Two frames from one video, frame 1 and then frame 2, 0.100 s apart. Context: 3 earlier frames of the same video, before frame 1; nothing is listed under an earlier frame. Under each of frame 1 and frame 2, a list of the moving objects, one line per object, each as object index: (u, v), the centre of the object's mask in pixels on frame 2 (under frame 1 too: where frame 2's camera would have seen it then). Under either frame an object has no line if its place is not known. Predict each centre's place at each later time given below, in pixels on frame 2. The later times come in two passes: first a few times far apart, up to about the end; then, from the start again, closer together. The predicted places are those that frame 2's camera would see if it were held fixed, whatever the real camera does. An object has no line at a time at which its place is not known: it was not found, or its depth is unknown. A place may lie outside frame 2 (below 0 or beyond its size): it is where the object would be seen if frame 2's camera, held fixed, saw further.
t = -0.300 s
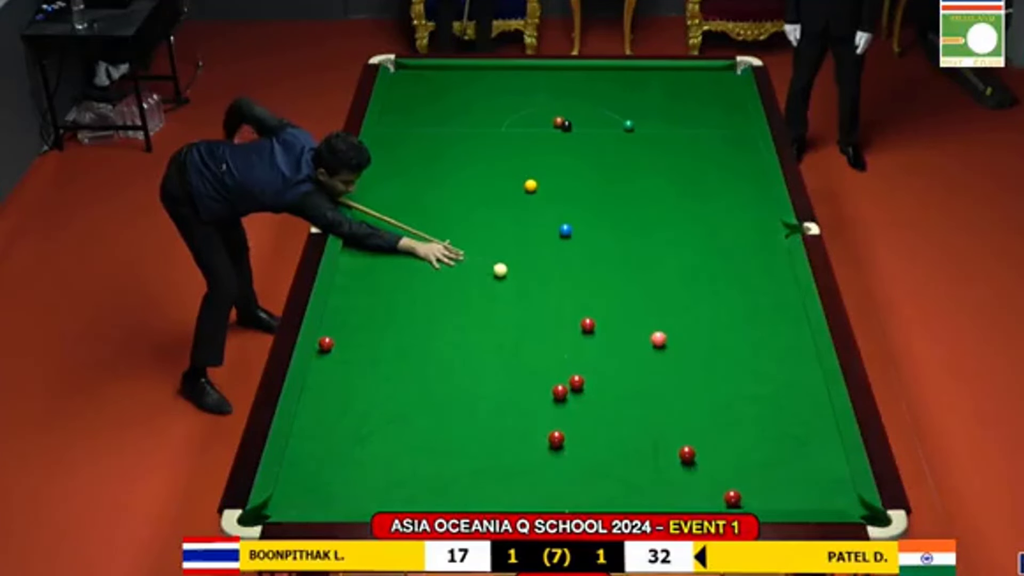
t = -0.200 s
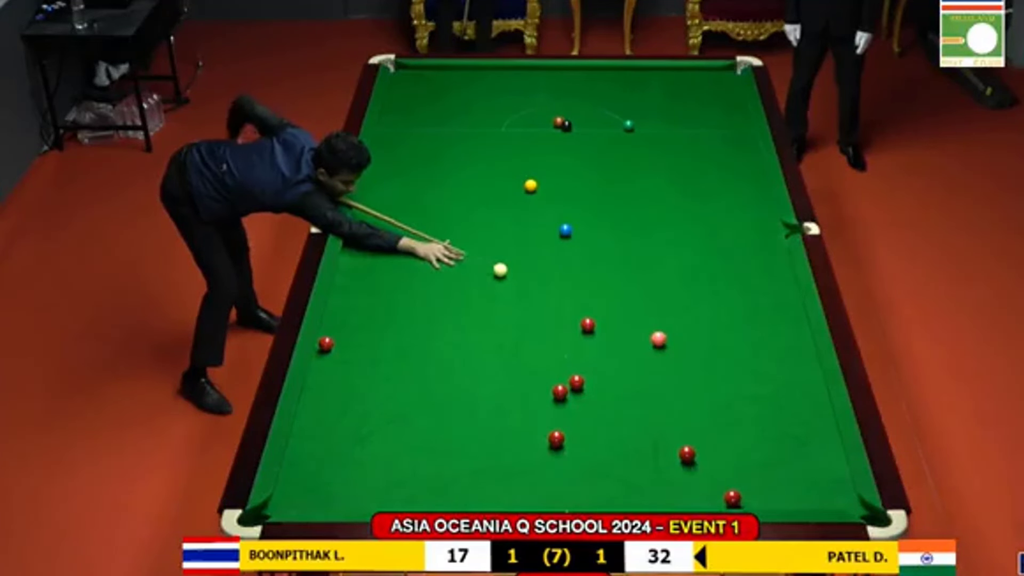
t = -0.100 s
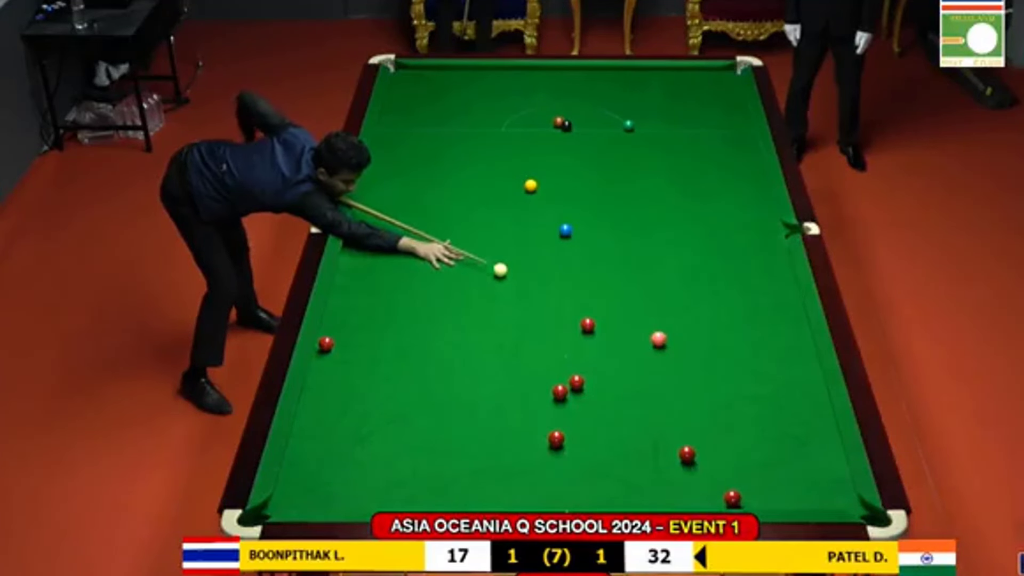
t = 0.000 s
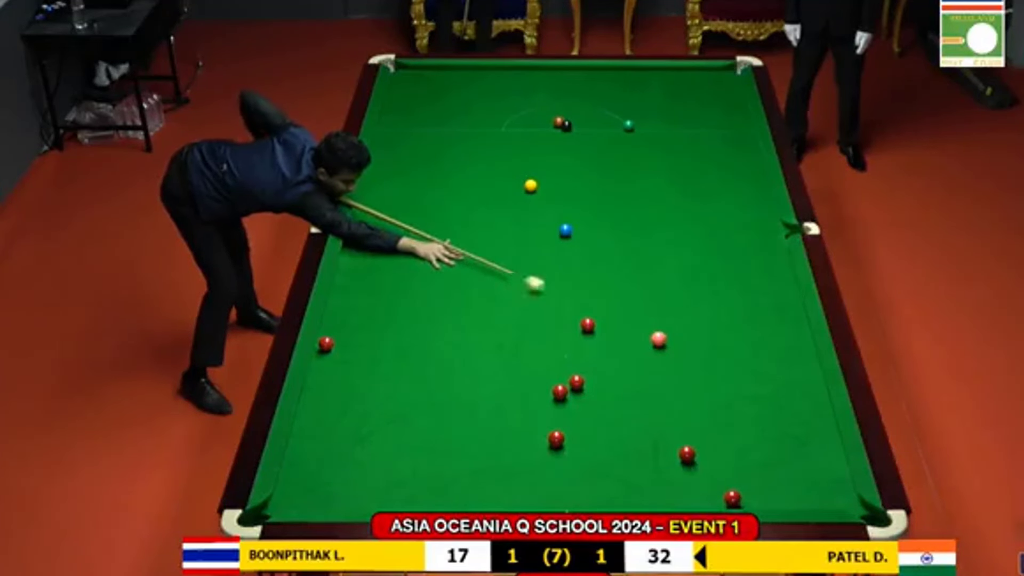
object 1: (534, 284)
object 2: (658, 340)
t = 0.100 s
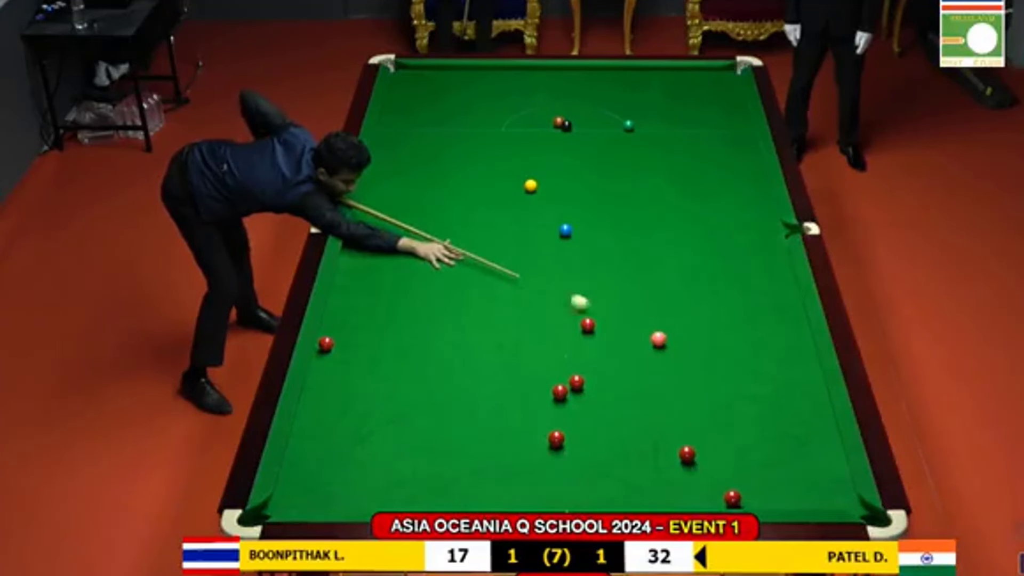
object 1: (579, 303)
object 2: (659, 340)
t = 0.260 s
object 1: (645, 330)
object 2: (658, 340)
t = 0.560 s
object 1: (708, 329)
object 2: (717, 392)
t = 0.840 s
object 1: (767, 330)
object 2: (766, 435)
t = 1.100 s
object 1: (791, 329)
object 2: (814, 479)
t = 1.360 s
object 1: (759, 325)
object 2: (868, 517)
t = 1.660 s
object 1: (725, 321)
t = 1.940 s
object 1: (696, 318)
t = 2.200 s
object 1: (671, 314)
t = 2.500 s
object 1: (644, 311)
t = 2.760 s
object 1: (623, 309)
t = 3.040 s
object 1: (603, 307)
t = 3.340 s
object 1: (582, 305)
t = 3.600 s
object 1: (567, 303)
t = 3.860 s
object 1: (553, 302)
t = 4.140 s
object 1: (540, 301)
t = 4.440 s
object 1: (529, 300)
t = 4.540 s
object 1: (525, 300)
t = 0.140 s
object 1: (597, 310)
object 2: (658, 340)
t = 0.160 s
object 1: (606, 314)
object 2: (659, 340)
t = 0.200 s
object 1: (622, 321)
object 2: (658, 340)
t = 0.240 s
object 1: (638, 327)
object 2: (658, 340)
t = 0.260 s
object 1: (645, 330)
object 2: (658, 340)
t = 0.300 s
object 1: (655, 331)
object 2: (665, 345)
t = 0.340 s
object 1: (663, 330)
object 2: (674, 353)
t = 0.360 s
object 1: (667, 329)
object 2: (678, 357)
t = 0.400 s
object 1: (674, 328)
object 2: (687, 365)
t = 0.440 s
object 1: (682, 328)
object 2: (695, 372)
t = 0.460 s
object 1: (686, 328)
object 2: (699, 375)
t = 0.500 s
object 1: (695, 328)
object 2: (706, 382)
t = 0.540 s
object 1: (703, 328)
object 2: (714, 389)
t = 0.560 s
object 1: (708, 329)
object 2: (717, 392)
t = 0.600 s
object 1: (716, 329)
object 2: (724, 398)
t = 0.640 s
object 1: (725, 329)
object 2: (731, 404)
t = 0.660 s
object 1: (729, 329)
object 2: (734, 407)
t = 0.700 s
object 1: (738, 329)
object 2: (741, 414)
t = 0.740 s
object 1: (746, 330)
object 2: (748, 420)
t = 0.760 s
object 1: (750, 330)
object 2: (752, 423)
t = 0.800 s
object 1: (759, 330)
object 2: (759, 429)
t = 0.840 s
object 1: (767, 330)
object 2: (766, 435)
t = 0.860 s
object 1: (771, 330)
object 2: (770, 439)
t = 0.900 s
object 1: (779, 331)
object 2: (777, 445)
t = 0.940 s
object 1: (788, 331)
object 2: (784, 452)
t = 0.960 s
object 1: (792, 331)
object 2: (788, 455)
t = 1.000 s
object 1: (800, 331)
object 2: (795, 462)
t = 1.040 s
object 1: (801, 331)
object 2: (803, 469)
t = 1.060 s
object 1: (798, 331)
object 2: (807, 472)
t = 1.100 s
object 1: (791, 329)
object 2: (814, 479)
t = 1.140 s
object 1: (786, 329)
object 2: (822, 486)
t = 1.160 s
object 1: (783, 328)
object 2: (826, 489)
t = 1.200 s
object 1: (778, 328)
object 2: (834, 496)
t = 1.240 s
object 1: (773, 327)
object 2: (841, 502)
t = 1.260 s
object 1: (771, 327)
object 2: (845, 505)
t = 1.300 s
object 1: (767, 326)
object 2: (853, 510)
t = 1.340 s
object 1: (761, 326)
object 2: (865, 514)
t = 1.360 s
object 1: (759, 325)
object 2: (868, 517)
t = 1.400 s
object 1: (754, 325)
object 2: (875, 522)
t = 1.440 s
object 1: (750, 324)
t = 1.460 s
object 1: (747, 324)
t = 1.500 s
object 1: (743, 323)
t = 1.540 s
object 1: (738, 323)
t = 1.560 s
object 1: (736, 322)
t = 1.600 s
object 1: (732, 322)
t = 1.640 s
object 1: (728, 321)
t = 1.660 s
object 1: (725, 321)
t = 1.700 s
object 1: (721, 320)
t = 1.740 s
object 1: (717, 320)
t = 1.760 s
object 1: (714, 320)
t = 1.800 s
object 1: (710, 319)
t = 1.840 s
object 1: (706, 319)
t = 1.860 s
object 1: (704, 318)
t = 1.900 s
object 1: (700, 318)
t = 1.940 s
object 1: (696, 318)
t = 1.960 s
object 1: (694, 317)
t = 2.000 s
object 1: (690, 317)
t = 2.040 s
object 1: (686, 316)
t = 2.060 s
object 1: (684, 316)
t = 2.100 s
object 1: (680, 315)
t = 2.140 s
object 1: (676, 315)
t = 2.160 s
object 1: (674, 314)
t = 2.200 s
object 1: (671, 314)
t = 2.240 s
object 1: (667, 314)
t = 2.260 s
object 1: (665, 314)
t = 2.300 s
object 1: (661, 313)
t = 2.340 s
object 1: (658, 313)
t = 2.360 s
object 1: (656, 312)
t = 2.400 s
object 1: (653, 312)
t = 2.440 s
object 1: (649, 312)
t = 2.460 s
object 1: (647, 312)
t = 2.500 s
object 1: (644, 311)
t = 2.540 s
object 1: (641, 311)
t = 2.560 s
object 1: (639, 311)
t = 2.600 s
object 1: (636, 310)
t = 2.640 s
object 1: (633, 310)
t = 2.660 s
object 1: (631, 310)
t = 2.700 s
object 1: (628, 309)
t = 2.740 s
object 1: (625, 309)
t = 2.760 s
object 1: (623, 309)
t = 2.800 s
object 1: (620, 309)
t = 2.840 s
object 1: (617, 308)
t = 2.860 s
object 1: (615, 308)
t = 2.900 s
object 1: (612, 308)
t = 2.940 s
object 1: (610, 307)
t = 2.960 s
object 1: (608, 307)
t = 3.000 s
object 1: (605, 307)
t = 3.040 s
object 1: (603, 307)
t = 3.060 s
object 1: (601, 306)
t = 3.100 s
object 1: (599, 306)
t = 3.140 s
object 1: (595, 306)
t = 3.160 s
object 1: (594, 306)
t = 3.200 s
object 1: (592, 305)
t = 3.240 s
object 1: (589, 305)
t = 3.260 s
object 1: (587, 305)
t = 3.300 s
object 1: (585, 305)
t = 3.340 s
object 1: (582, 305)
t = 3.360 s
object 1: (581, 305)
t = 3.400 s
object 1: (579, 305)
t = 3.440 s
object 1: (576, 304)
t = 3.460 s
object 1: (575, 304)
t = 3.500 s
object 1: (573, 304)
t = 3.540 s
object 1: (571, 304)
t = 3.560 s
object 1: (569, 304)
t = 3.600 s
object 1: (567, 303)
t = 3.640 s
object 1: (565, 303)
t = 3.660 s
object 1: (564, 303)
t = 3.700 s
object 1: (561, 303)
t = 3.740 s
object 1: (560, 303)
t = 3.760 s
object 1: (558, 303)
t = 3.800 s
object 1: (557, 303)
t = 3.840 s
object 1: (554, 302)
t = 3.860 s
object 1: (553, 302)
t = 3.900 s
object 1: (551, 302)
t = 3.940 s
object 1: (550, 301)
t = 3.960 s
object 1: (548, 301)
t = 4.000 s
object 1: (546, 302)
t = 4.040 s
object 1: (545, 302)
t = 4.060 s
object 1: (544, 301)
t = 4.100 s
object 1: (542, 301)
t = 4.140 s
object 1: (540, 301)
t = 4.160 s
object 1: (540, 301)
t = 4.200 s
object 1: (538, 301)
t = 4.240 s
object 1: (536, 301)
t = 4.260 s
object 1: (535, 301)
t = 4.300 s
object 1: (534, 301)
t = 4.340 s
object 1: (532, 301)
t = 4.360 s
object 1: (532, 300)
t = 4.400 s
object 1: (530, 300)
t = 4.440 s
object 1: (529, 300)
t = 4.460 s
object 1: (528, 300)
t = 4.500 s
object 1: (527, 300)
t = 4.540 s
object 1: (525, 300)
